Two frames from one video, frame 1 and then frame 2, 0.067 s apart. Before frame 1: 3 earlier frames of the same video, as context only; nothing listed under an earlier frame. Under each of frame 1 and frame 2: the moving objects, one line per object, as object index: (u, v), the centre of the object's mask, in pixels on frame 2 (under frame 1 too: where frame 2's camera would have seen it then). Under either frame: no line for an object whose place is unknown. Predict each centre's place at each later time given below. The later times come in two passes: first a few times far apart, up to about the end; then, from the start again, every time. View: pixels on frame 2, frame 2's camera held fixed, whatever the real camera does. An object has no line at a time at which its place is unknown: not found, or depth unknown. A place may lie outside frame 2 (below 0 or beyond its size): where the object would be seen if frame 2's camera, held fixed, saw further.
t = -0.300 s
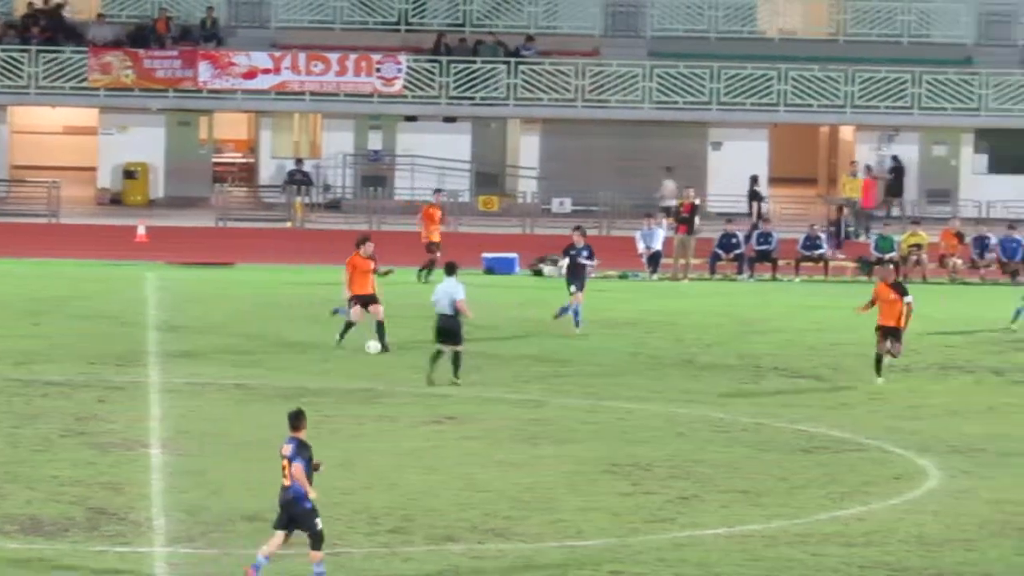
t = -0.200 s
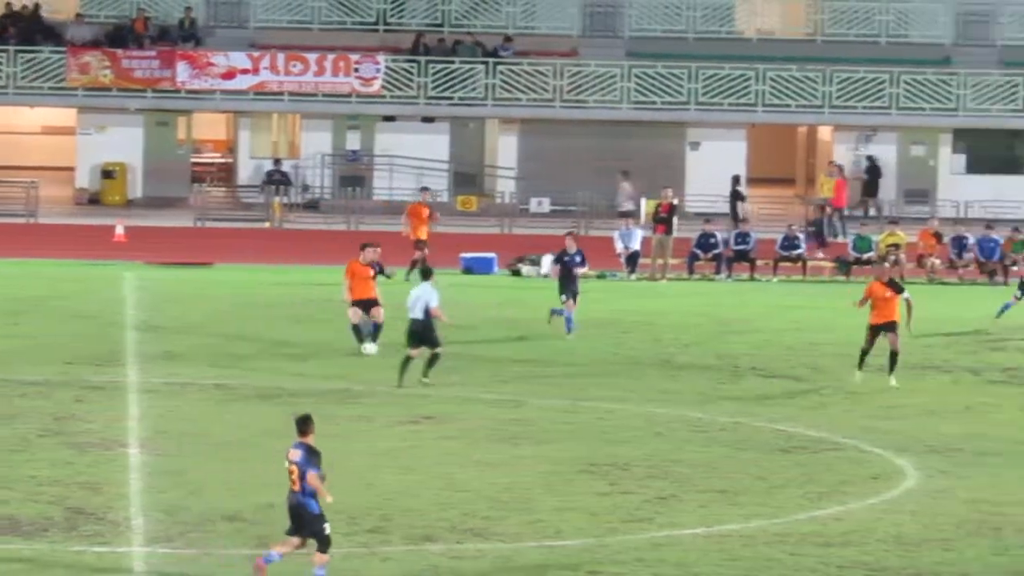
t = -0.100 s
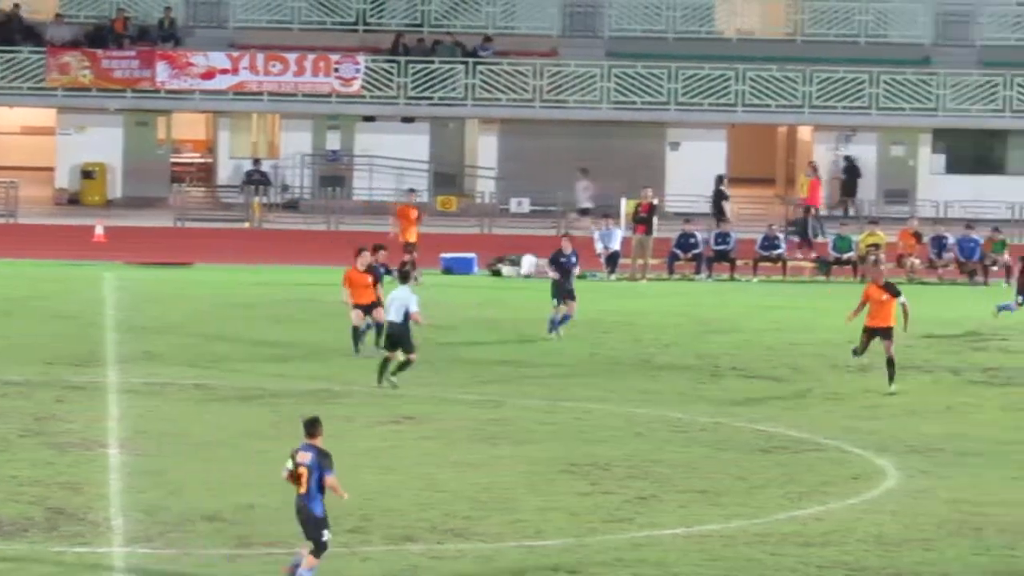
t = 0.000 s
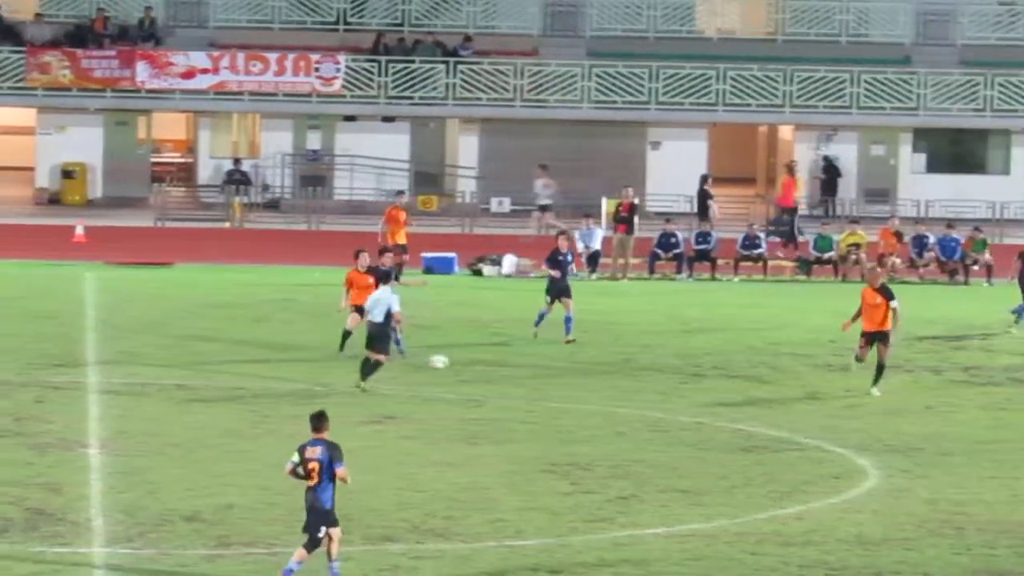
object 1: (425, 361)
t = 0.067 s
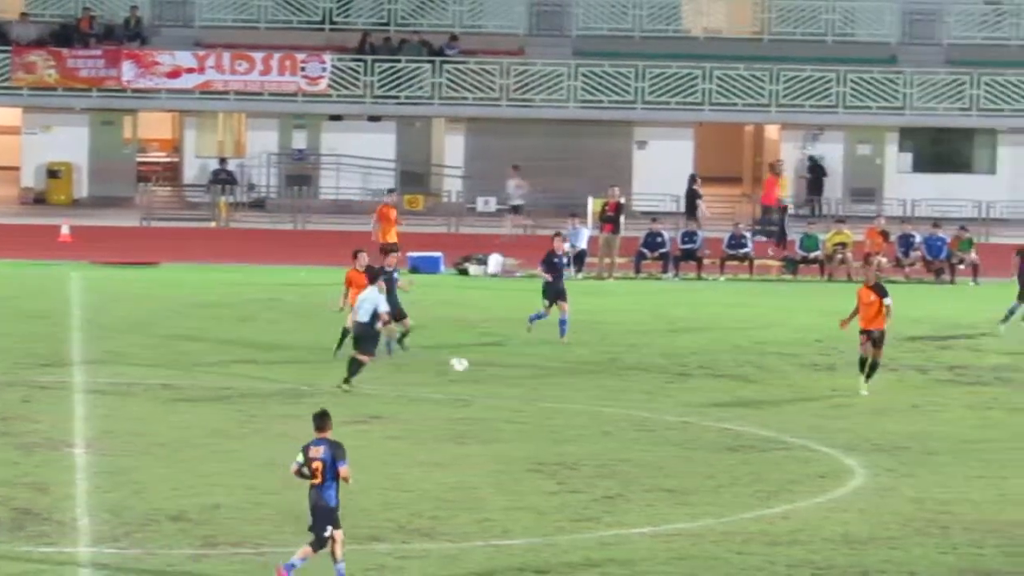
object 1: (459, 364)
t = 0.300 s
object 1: (566, 377)
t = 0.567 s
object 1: (669, 388)
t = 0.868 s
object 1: (768, 398)
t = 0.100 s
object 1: (475, 365)
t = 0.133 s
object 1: (491, 367)
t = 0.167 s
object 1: (507, 370)
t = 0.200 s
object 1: (522, 371)
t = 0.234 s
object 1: (537, 373)
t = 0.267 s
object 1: (552, 374)
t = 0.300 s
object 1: (566, 377)
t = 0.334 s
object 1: (580, 378)
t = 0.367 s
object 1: (593, 379)
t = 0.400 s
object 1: (607, 380)
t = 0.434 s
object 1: (620, 383)
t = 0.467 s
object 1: (633, 384)
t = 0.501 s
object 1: (645, 385)
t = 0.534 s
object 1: (657, 386)
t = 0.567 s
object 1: (669, 388)
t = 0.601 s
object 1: (681, 390)
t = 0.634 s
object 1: (692, 389)
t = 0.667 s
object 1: (704, 389)
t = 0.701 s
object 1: (714, 390)
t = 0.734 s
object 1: (725, 392)
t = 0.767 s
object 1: (736, 395)
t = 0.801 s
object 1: (747, 397)
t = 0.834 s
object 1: (757, 398)
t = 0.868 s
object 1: (768, 398)
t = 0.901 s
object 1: (778, 400)
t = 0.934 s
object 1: (788, 402)
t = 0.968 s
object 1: (798, 404)
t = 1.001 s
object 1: (808, 405)
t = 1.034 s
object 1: (819, 407)
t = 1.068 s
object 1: (829, 409)
